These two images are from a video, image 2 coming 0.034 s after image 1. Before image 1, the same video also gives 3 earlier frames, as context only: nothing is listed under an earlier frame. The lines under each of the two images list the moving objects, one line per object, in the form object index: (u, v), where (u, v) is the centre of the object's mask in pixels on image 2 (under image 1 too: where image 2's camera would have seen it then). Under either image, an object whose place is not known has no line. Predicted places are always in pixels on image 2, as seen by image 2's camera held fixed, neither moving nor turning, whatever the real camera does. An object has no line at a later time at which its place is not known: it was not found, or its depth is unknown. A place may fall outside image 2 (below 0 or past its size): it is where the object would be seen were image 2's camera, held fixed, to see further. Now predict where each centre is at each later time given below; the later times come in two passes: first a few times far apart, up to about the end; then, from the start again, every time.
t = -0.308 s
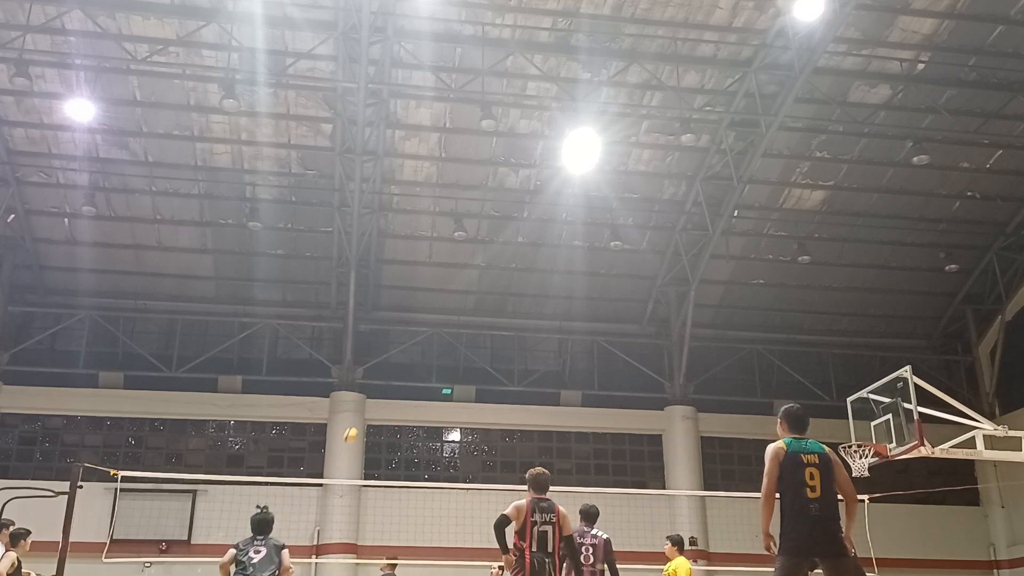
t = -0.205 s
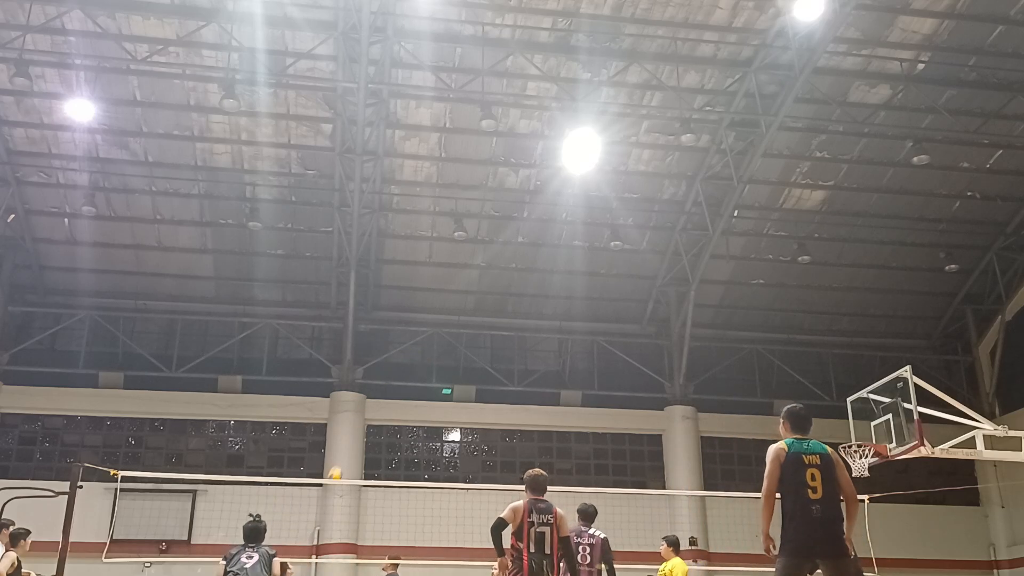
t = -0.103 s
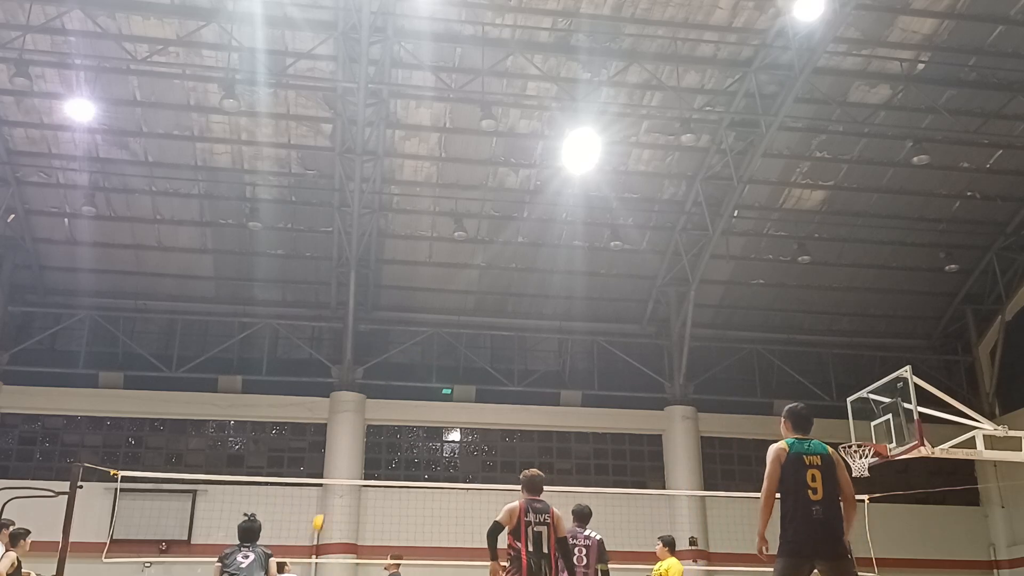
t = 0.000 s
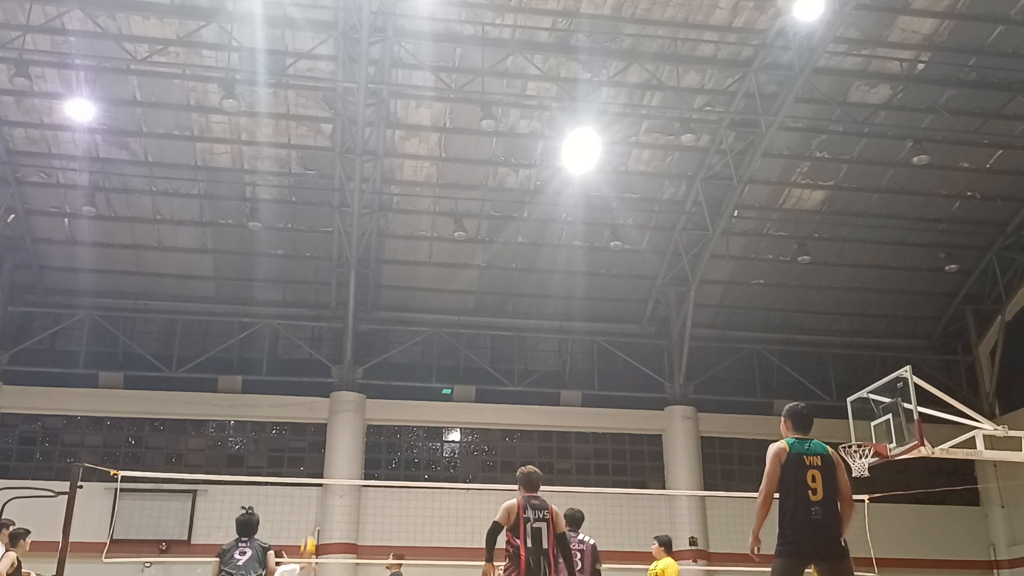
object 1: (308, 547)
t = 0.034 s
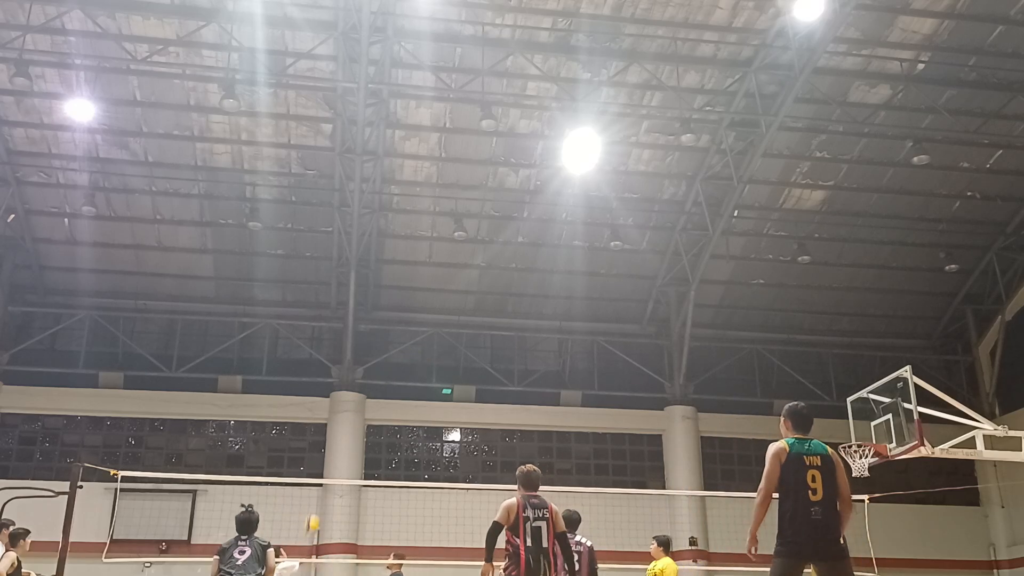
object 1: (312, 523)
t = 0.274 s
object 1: (335, 388)
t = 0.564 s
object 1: (359, 282)
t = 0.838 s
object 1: (377, 229)
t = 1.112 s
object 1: (393, 224)
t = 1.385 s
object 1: (409, 279)
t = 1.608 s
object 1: (423, 381)
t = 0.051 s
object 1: (313, 512)
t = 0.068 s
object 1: (315, 501)
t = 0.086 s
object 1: (317, 492)
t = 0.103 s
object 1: (319, 479)
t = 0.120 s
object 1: (321, 470)
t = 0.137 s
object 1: (322, 461)
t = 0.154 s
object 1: (323, 451)
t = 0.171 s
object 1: (326, 441)
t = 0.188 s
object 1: (327, 432)
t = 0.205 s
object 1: (329, 423)
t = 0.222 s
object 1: (331, 415)
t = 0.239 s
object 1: (332, 406)
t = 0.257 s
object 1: (334, 398)
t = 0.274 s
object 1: (335, 388)
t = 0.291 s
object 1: (337, 381)
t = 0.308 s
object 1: (338, 374)
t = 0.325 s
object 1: (340, 367)
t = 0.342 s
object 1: (341, 360)
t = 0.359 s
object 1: (343, 353)
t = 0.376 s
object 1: (344, 346)
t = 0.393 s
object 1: (346, 339)
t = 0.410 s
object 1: (347, 332)
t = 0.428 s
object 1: (348, 326)
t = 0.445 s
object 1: (350, 320)
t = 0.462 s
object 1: (351, 314)
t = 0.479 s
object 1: (352, 308)
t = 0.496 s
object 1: (354, 303)
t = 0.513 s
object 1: (355, 298)
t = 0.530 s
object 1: (356, 292)
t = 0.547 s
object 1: (357, 287)
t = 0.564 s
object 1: (359, 282)
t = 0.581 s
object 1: (360, 277)
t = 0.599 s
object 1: (361, 273)
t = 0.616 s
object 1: (362, 269)
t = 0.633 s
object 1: (363, 264)
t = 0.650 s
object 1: (365, 260)
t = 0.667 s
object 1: (366, 256)
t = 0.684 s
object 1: (367, 253)
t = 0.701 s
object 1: (368, 250)
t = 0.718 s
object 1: (369, 246)
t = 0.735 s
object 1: (371, 243)
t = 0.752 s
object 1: (371, 241)
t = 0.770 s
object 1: (373, 238)
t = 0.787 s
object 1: (374, 235)
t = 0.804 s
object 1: (375, 233)
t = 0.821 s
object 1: (376, 231)
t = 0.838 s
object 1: (377, 229)
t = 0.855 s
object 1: (378, 227)
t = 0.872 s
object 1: (379, 226)
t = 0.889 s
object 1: (380, 224)
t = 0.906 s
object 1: (381, 223)
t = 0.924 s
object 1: (383, 222)
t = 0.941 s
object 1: (383, 221)
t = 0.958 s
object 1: (384, 221)
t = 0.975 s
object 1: (386, 220)
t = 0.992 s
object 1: (386, 220)
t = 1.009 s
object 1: (387, 220)
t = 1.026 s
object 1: (388, 220)
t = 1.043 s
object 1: (389, 221)
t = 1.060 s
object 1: (391, 221)
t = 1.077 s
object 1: (392, 222)
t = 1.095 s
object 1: (393, 223)
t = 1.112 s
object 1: (393, 224)
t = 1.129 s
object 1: (394, 226)
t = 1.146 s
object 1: (395, 228)
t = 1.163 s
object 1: (396, 230)
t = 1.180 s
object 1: (397, 232)
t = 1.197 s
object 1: (399, 235)
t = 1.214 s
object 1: (399, 238)
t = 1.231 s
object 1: (400, 240)
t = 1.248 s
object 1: (401, 243)
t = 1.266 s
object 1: (402, 247)
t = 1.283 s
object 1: (403, 251)
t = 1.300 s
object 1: (404, 255)
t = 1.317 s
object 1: (405, 259)
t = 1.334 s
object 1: (406, 264)
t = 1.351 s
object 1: (407, 268)
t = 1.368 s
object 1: (408, 273)
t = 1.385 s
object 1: (409, 279)
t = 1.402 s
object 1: (410, 285)
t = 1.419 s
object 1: (411, 291)
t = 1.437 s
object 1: (412, 298)
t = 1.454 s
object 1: (413, 304)
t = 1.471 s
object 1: (414, 311)
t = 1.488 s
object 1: (415, 319)
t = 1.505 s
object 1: (416, 327)
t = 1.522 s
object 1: (417, 335)
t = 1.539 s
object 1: (419, 344)
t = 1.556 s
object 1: (419, 352)
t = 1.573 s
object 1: (420, 361)
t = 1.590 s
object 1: (421, 370)
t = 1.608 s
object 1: (423, 381)
